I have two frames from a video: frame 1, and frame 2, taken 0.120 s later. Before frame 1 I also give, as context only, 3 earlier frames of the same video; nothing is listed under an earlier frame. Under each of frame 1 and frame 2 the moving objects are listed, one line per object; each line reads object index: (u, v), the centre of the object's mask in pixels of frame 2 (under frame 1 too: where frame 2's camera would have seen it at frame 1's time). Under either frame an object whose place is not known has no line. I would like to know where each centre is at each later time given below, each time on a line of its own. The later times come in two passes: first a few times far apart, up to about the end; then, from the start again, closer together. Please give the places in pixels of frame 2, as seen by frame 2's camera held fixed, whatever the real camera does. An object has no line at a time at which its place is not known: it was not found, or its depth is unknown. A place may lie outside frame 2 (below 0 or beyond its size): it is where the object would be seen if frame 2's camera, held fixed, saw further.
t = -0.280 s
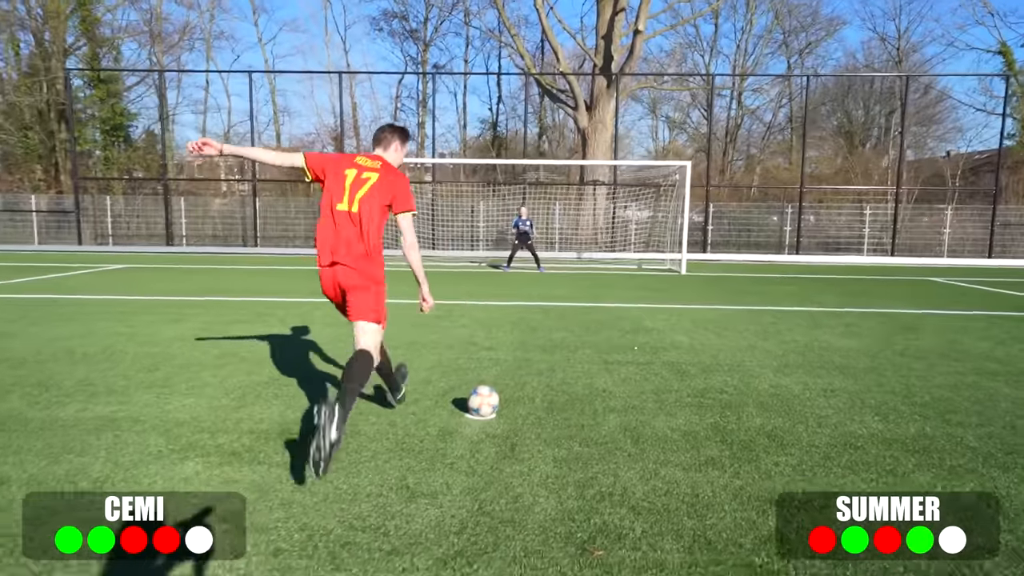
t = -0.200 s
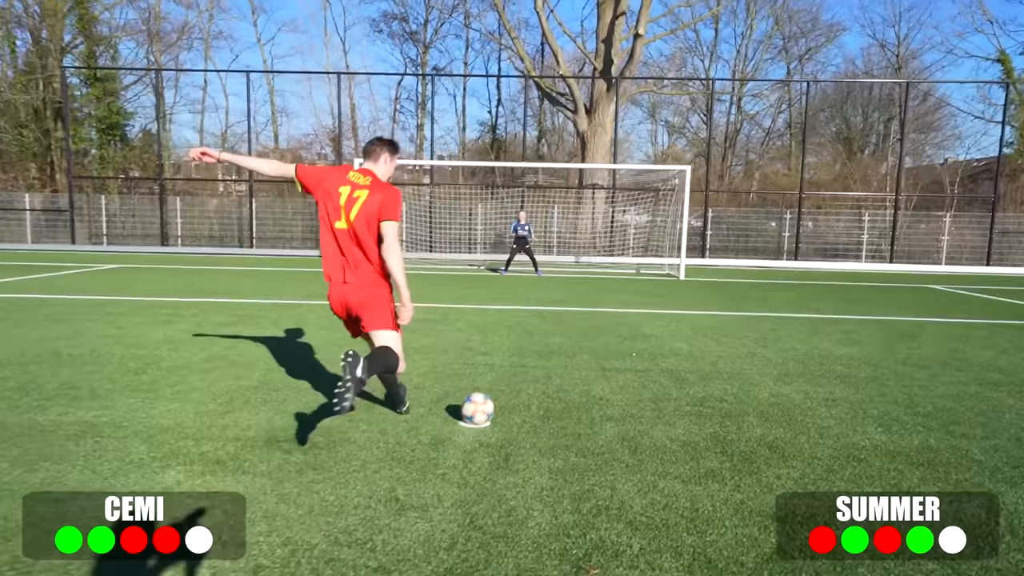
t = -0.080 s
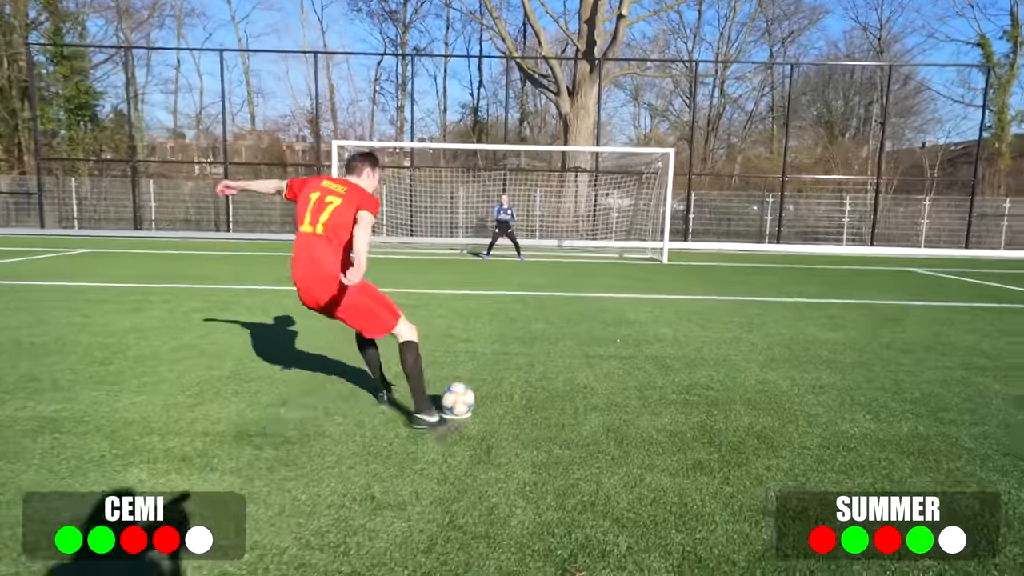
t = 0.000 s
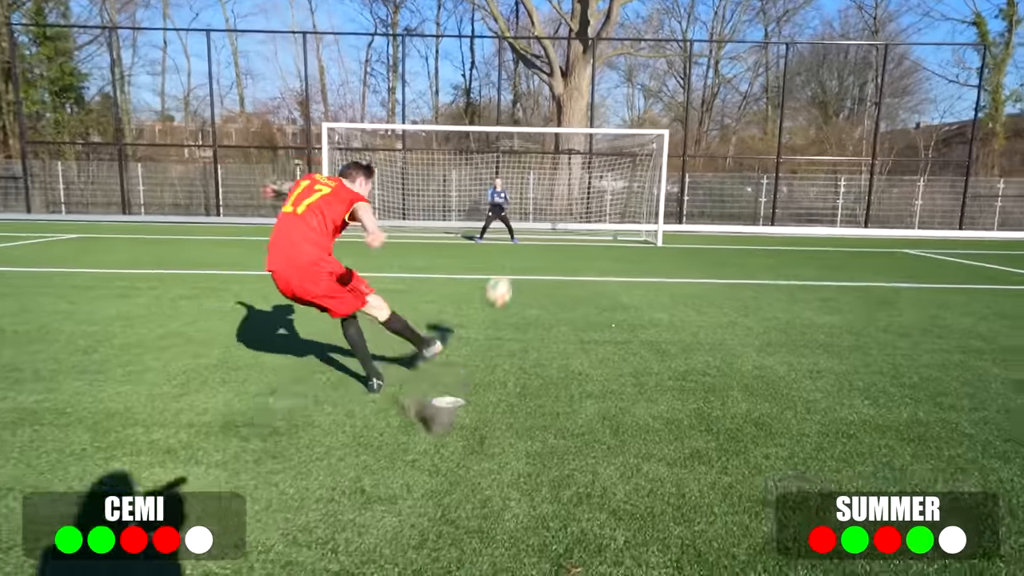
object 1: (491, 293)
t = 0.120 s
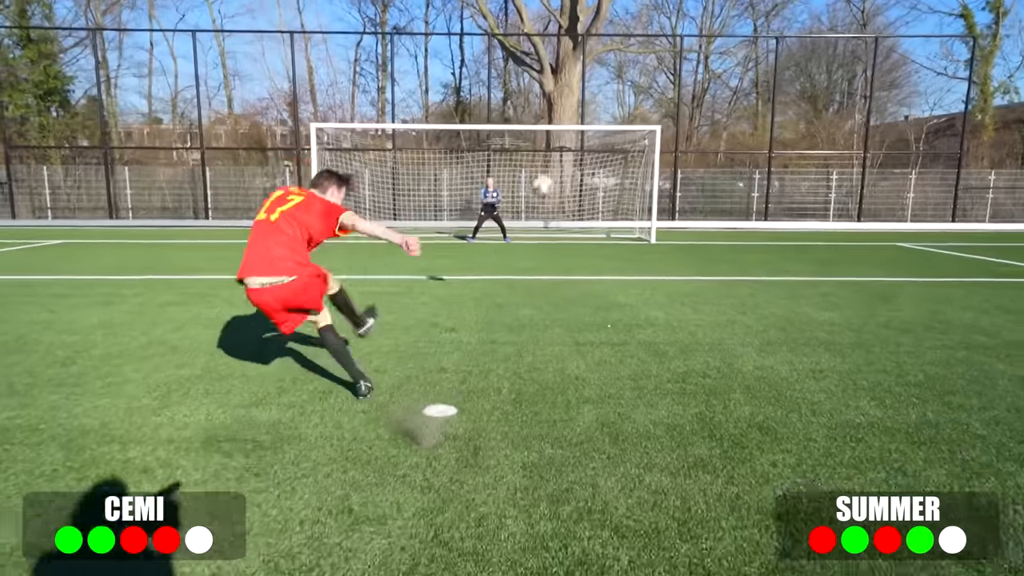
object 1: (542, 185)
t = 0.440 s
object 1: (602, 88)
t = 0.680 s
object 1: (622, 76)
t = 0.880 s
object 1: (631, 81)
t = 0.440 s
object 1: (602, 88)
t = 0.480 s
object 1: (607, 84)
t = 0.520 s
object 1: (610, 81)
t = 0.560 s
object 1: (614, 79)
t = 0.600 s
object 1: (618, 77)
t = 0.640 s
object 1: (621, 76)
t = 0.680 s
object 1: (622, 76)
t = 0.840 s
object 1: (630, 79)
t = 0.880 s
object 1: (631, 81)
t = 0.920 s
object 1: (633, 85)
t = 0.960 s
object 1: (634, 86)
